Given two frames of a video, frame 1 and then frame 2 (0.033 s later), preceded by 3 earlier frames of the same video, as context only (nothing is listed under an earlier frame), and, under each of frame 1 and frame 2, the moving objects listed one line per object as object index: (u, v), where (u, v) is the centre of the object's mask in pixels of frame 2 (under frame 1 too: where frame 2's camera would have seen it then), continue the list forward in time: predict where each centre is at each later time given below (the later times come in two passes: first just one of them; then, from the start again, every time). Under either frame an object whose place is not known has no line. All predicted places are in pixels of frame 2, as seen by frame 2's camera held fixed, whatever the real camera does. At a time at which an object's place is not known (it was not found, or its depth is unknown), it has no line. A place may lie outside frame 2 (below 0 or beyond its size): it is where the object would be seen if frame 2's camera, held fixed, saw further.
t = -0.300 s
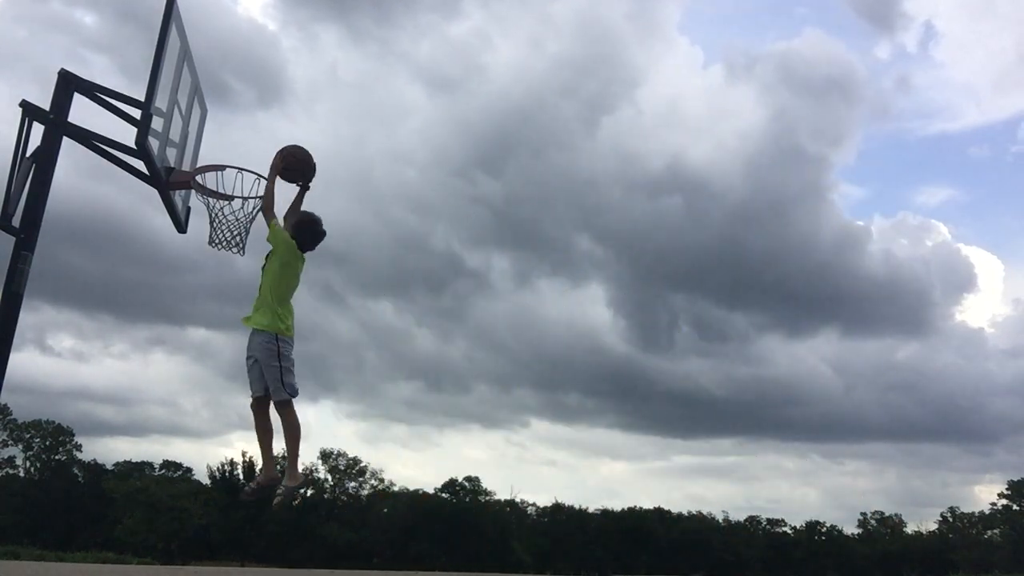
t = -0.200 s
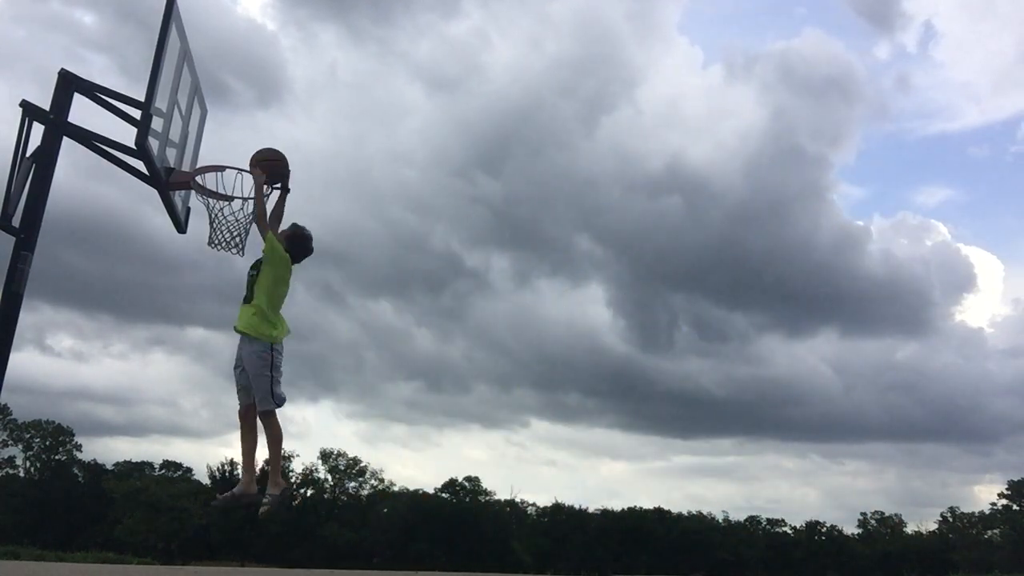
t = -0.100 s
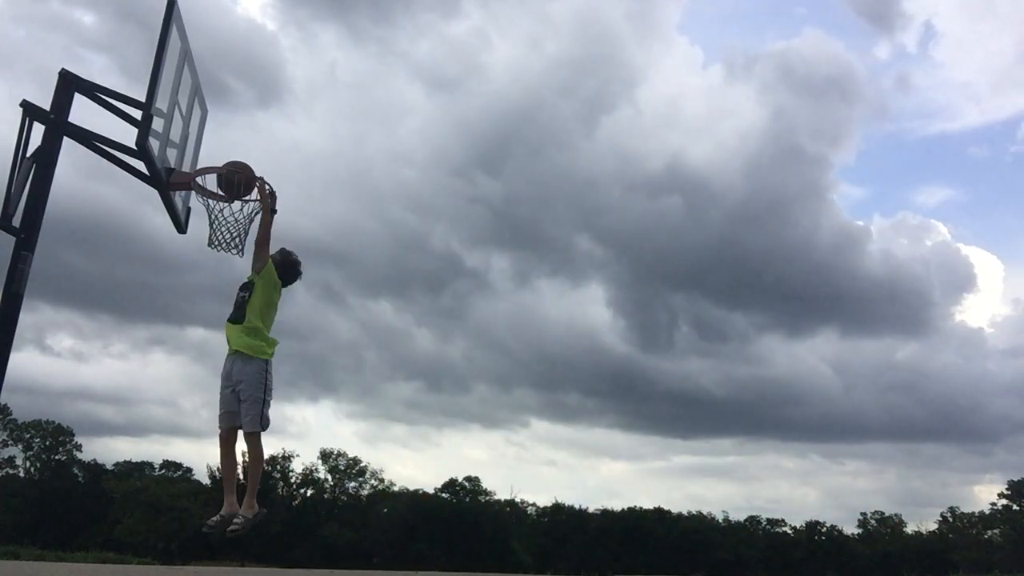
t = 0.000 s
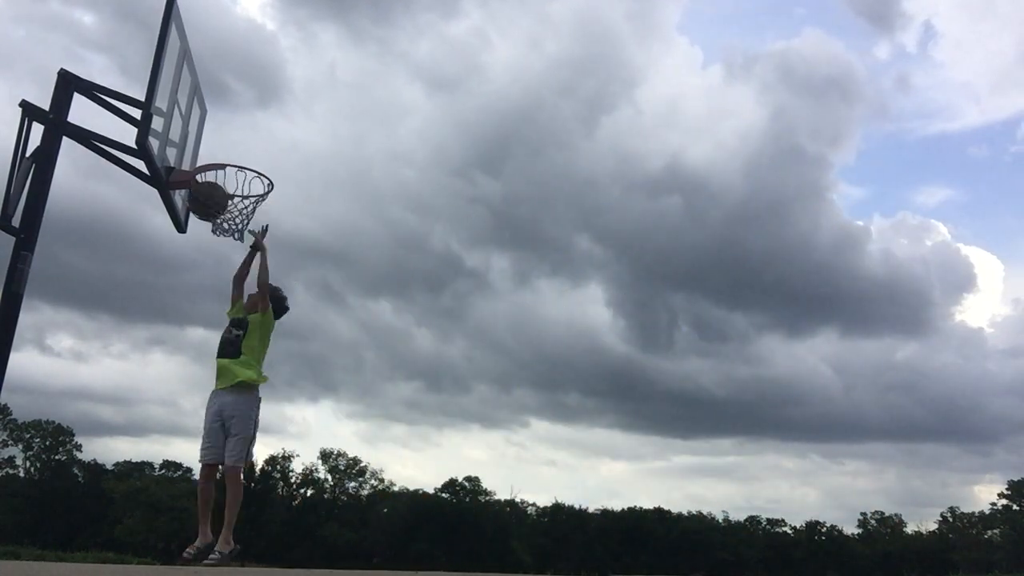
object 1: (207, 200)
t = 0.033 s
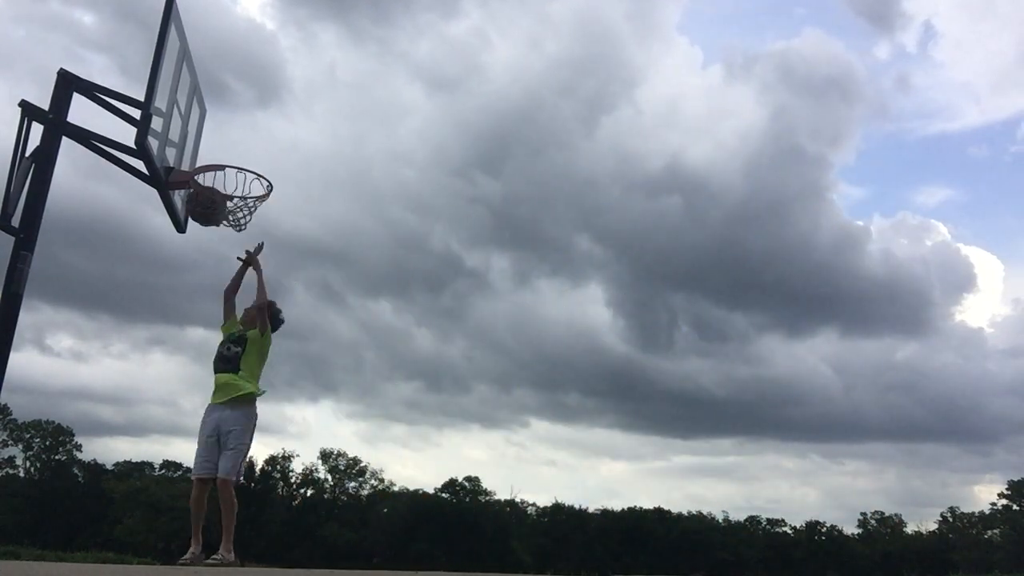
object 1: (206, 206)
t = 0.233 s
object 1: (219, 239)
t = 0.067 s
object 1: (206, 210)
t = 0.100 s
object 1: (208, 215)
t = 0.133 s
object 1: (207, 220)
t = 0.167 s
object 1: (211, 226)
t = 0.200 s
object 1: (214, 232)
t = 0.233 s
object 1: (219, 239)
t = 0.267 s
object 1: (224, 245)
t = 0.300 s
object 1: (228, 253)
